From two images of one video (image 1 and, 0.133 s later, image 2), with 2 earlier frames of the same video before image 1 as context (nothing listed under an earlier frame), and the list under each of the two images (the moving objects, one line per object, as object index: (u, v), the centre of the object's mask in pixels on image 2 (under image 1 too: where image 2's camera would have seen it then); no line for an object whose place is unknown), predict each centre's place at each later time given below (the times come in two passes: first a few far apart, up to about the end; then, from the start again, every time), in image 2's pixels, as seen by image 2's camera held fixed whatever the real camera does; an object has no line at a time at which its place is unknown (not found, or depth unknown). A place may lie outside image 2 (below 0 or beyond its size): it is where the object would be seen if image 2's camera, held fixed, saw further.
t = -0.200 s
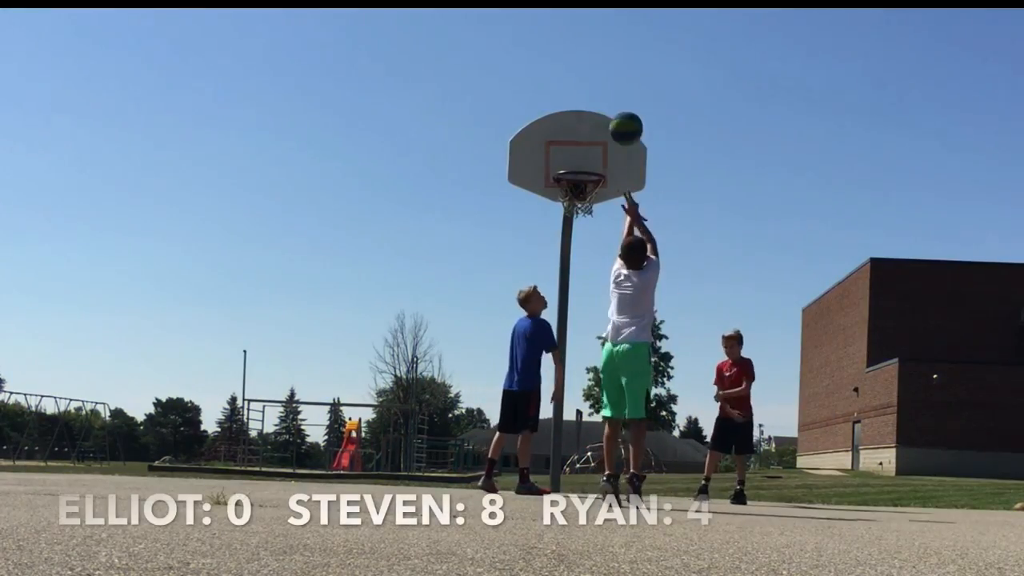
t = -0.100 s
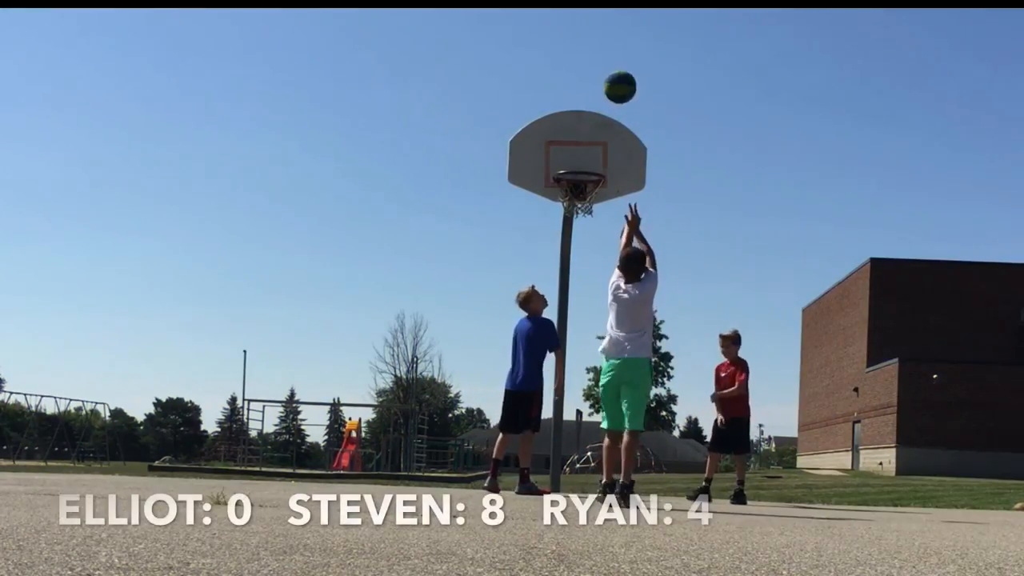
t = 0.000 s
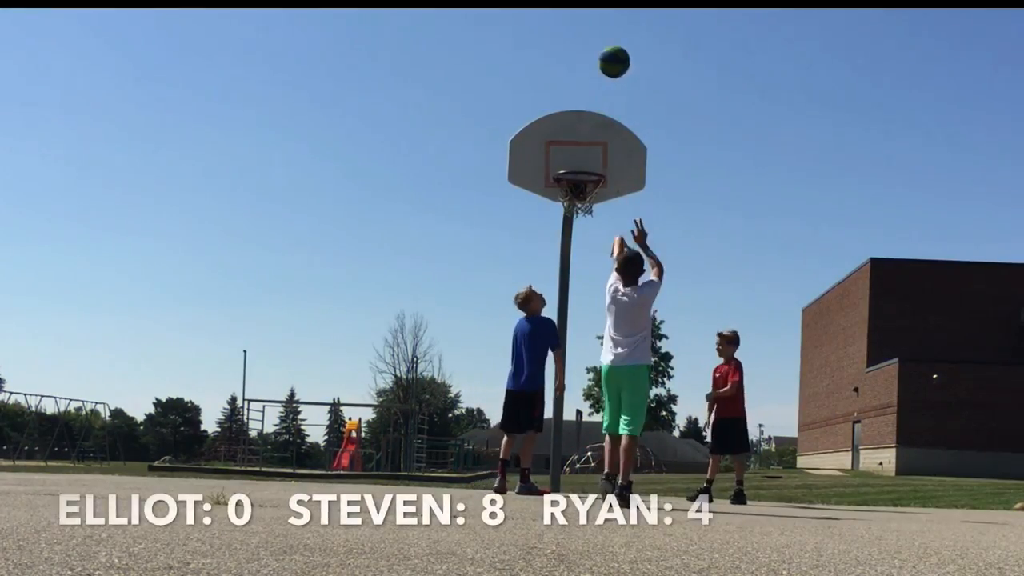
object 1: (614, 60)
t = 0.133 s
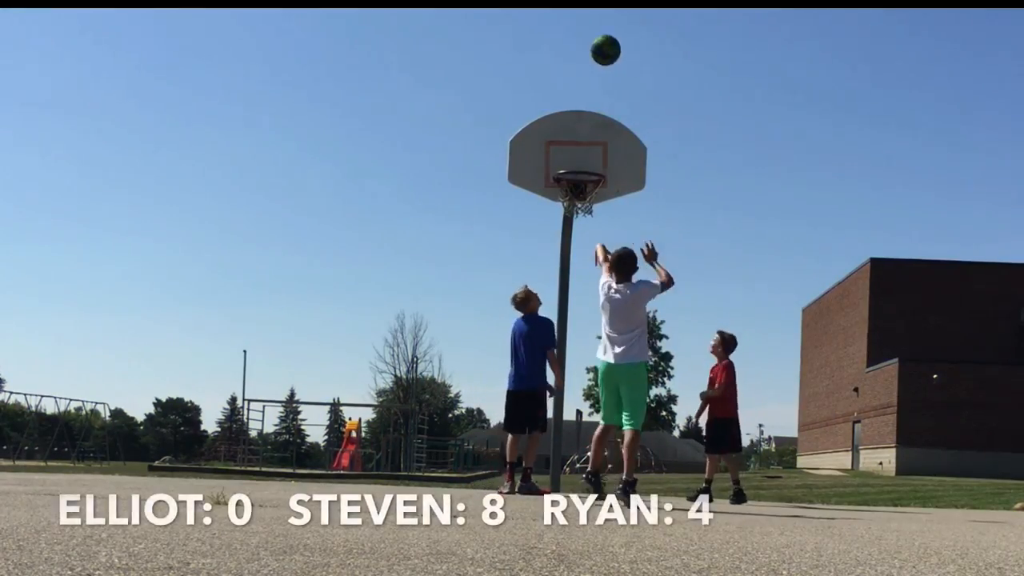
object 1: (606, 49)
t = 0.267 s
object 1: (597, 59)
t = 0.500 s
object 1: (580, 119)
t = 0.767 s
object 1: (552, 102)
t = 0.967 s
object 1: (521, 60)
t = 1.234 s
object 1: (475, 72)
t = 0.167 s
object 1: (603, 50)
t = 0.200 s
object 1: (601, 52)
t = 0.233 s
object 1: (599, 55)
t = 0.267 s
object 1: (597, 59)
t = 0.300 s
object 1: (594, 64)
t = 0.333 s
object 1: (592, 71)
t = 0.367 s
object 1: (590, 78)
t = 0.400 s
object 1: (587, 87)
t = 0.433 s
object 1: (585, 96)
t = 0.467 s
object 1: (583, 107)
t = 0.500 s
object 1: (580, 119)
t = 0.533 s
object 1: (578, 131)
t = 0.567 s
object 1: (575, 145)
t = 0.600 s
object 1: (572, 159)
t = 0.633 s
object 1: (569, 152)
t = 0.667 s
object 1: (565, 138)
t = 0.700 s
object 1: (560, 125)
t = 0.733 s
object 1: (556, 113)
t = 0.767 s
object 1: (552, 102)
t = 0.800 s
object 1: (547, 92)
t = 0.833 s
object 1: (542, 83)
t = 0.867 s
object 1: (537, 76)
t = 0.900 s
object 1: (532, 69)
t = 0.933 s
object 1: (527, 64)
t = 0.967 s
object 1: (521, 60)
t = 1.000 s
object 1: (516, 57)
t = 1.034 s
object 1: (511, 56)
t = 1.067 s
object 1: (505, 55)
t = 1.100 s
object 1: (499, 56)
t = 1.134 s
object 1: (493, 58)
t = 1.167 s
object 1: (487, 62)
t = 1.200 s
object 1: (481, 66)
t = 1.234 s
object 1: (475, 72)
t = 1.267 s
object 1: (469, 80)
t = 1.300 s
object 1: (462, 88)
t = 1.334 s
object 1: (456, 98)
